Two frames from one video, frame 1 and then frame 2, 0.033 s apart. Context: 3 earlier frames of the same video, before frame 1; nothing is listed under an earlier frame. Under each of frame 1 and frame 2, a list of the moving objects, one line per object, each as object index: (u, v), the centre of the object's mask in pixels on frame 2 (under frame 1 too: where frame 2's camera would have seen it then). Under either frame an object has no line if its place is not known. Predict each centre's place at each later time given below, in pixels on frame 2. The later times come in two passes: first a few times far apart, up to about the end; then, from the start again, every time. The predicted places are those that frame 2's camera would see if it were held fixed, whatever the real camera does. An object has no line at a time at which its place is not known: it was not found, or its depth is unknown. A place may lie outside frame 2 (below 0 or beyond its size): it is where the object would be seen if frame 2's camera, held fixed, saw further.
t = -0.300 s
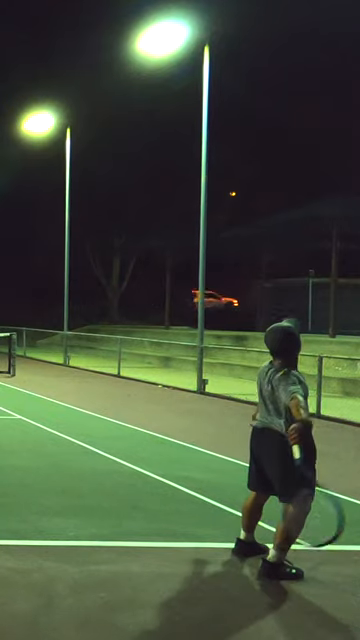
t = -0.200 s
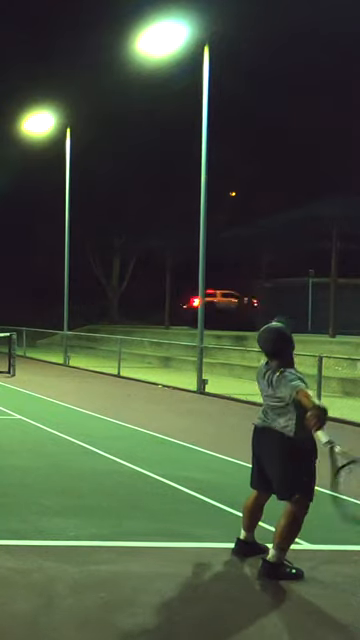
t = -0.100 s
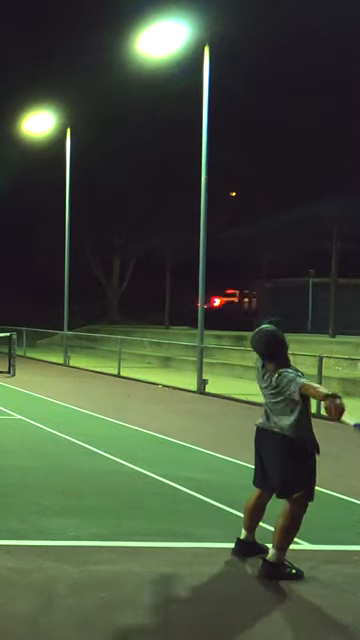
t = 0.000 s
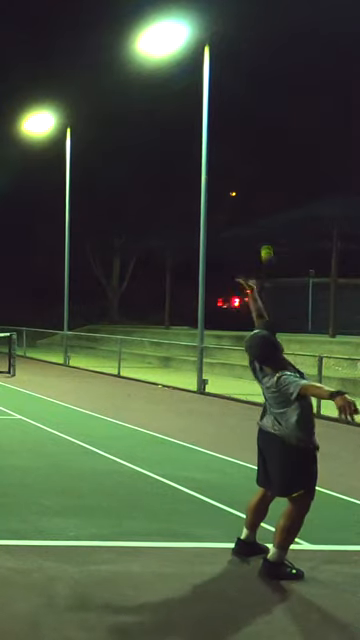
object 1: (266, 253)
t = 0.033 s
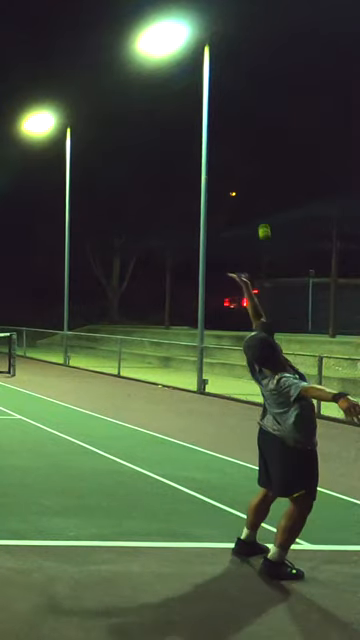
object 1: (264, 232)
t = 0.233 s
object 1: (247, 135)
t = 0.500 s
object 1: (225, 89)
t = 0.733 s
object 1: (202, 121)
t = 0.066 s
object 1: (261, 212)
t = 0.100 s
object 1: (258, 193)
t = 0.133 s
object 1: (256, 176)
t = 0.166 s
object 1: (253, 161)
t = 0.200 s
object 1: (250, 147)
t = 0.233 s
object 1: (247, 135)
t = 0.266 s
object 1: (245, 124)
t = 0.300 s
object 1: (242, 115)
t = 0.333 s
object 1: (239, 107)
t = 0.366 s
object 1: (236, 101)
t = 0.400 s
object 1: (234, 95)
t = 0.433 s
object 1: (231, 91)
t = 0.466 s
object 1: (227, 89)
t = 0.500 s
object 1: (225, 89)
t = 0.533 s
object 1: (222, 89)
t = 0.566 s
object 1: (218, 91)
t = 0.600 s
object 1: (215, 94)
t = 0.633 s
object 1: (213, 99)
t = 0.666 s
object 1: (210, 104)
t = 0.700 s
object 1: (206, 112)
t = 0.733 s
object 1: (202, 121)
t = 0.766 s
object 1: (198, 131)
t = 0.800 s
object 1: (196, 142)
